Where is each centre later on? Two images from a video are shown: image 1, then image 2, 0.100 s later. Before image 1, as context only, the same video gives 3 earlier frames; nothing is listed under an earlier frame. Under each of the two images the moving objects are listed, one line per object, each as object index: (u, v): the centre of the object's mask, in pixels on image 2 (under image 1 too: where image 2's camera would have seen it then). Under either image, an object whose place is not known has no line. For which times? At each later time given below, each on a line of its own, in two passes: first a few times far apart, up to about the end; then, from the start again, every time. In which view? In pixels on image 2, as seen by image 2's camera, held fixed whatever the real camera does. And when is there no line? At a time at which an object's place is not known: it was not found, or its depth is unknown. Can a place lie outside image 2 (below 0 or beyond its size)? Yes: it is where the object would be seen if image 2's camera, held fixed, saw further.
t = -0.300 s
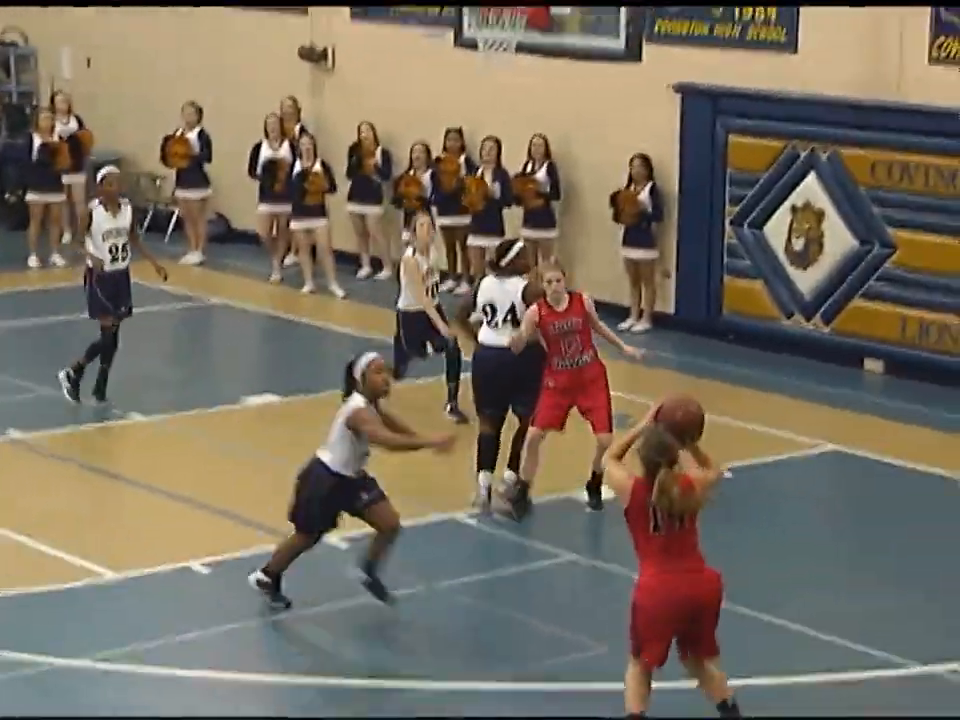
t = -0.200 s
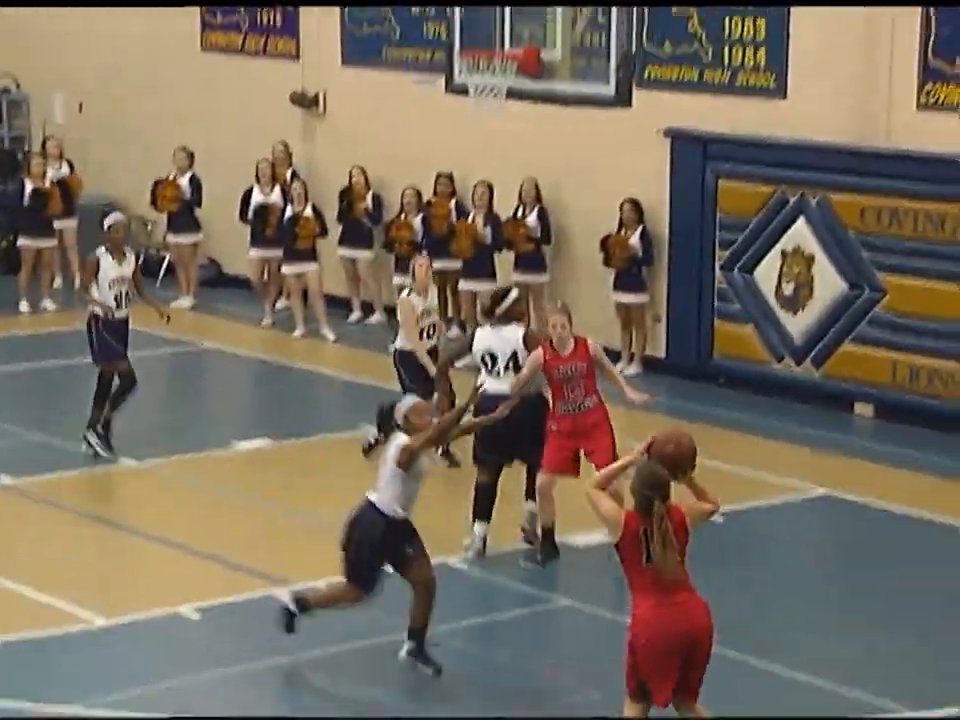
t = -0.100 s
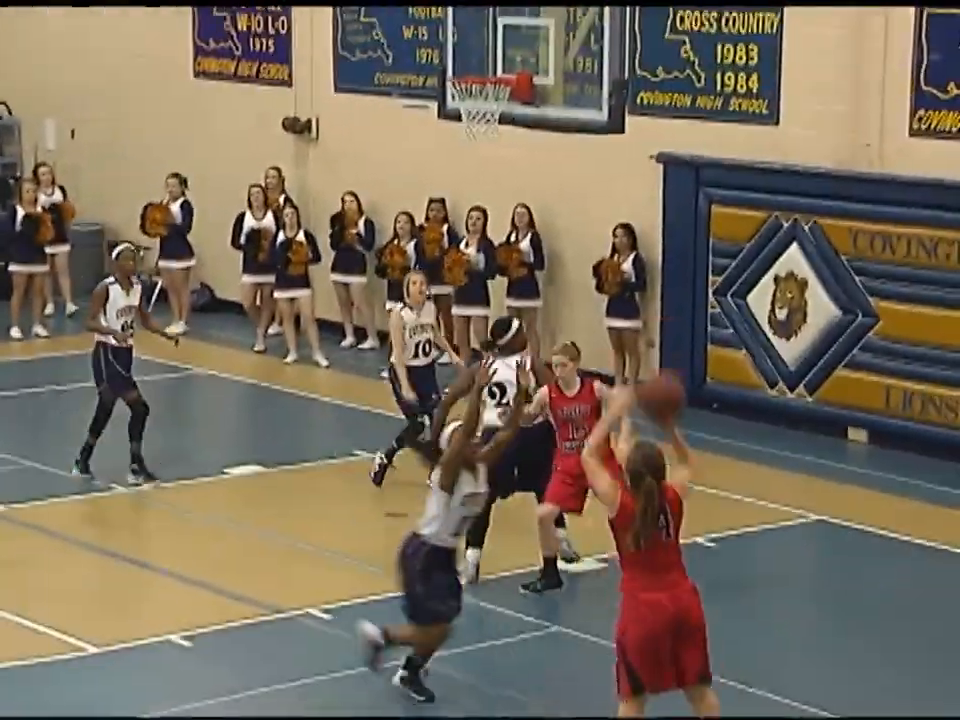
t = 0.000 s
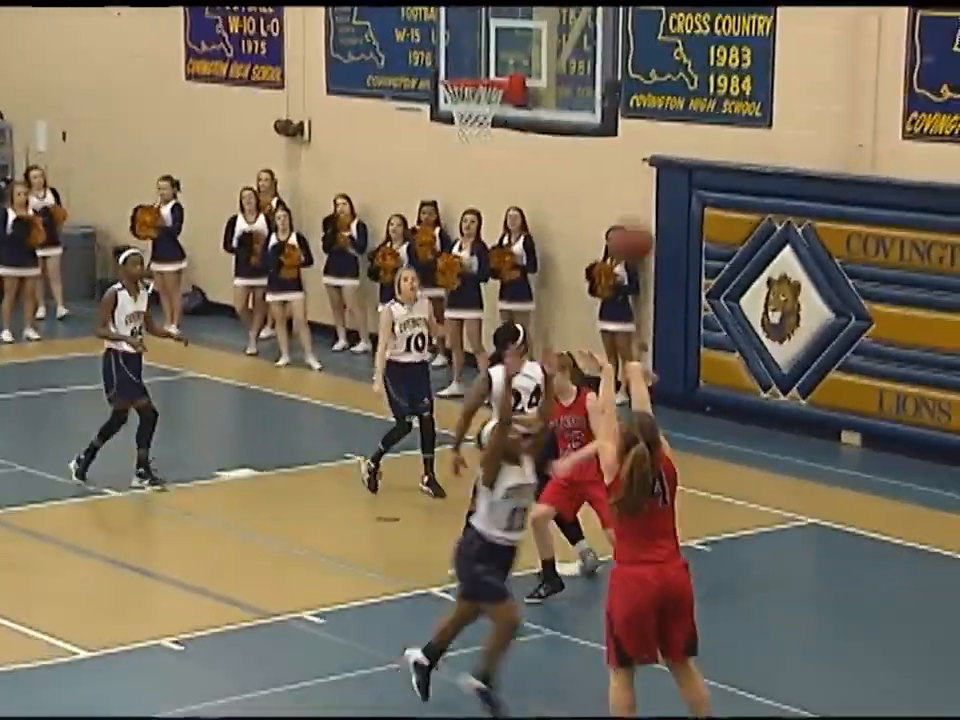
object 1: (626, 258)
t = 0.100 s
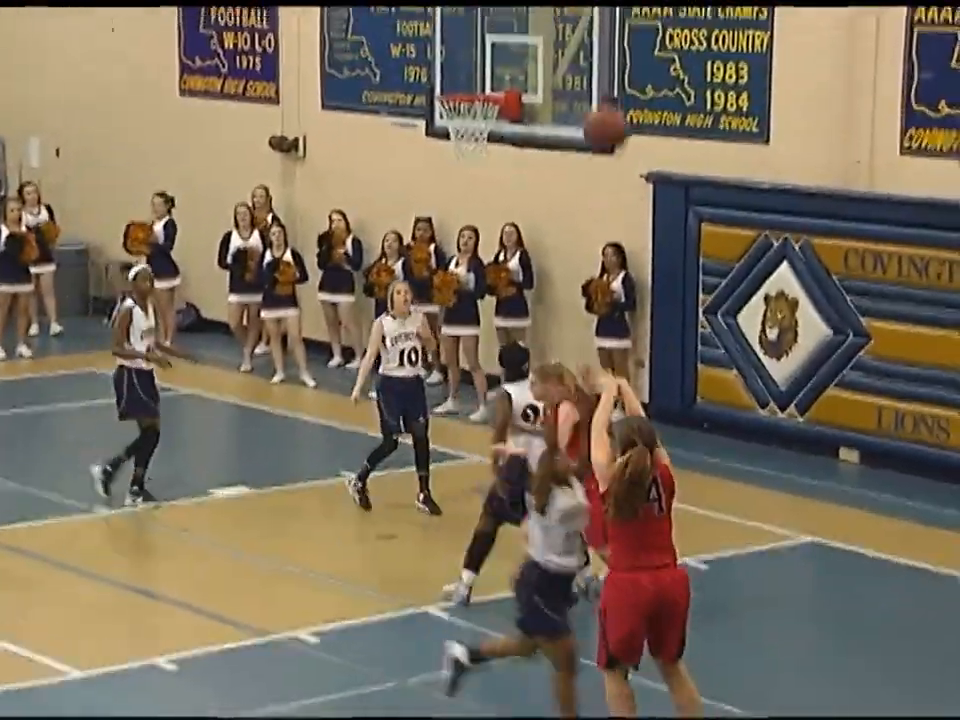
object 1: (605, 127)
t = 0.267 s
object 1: (573, -30)
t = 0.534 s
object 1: (525, -151)
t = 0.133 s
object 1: (599, 91)
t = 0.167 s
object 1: (592, 57)
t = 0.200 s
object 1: (585, 25)
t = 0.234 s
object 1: (580, -3)
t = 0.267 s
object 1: (573, -30)
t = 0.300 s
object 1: (566, -55)
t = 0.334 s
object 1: (559, -75)
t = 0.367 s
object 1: (552, -93)
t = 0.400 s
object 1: (546, -108)
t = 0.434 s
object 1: (541, -122)
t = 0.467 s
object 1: (535, -135)
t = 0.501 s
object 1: (530, -144)
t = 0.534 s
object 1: (525, -151)
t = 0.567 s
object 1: (520, -156)
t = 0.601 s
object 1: (513, -159)
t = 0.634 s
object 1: (508, -160)
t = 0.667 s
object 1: (503, -159)
